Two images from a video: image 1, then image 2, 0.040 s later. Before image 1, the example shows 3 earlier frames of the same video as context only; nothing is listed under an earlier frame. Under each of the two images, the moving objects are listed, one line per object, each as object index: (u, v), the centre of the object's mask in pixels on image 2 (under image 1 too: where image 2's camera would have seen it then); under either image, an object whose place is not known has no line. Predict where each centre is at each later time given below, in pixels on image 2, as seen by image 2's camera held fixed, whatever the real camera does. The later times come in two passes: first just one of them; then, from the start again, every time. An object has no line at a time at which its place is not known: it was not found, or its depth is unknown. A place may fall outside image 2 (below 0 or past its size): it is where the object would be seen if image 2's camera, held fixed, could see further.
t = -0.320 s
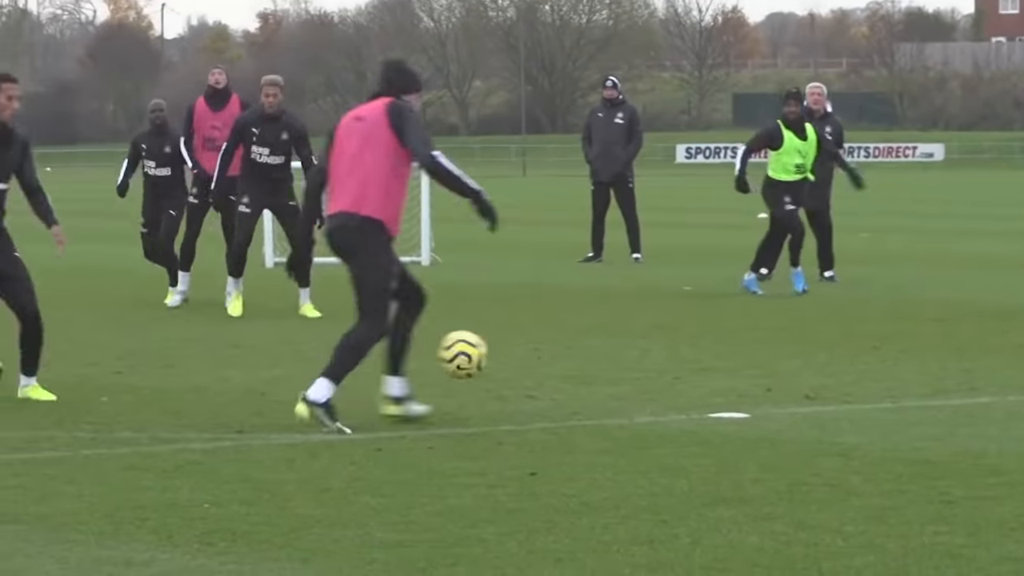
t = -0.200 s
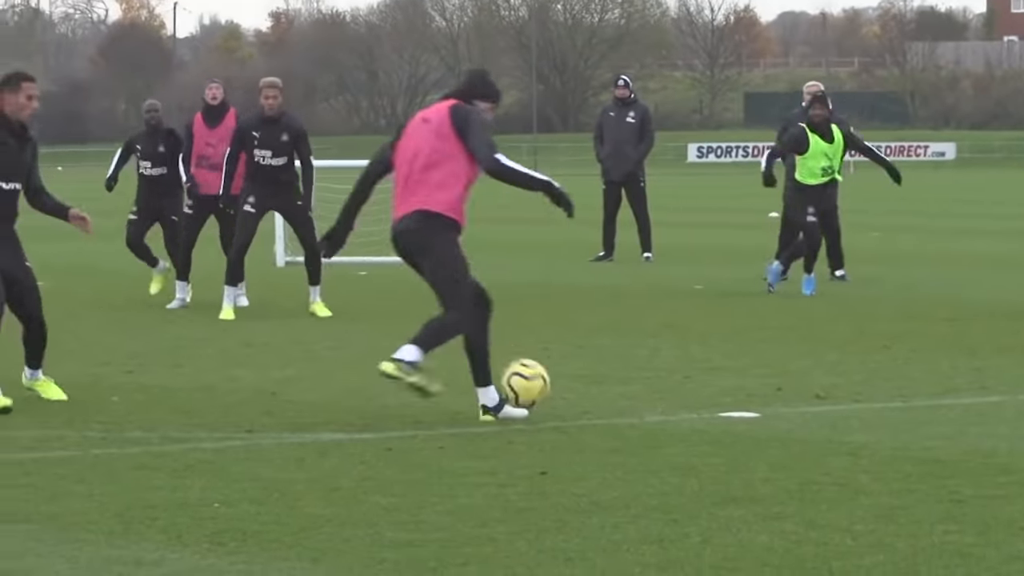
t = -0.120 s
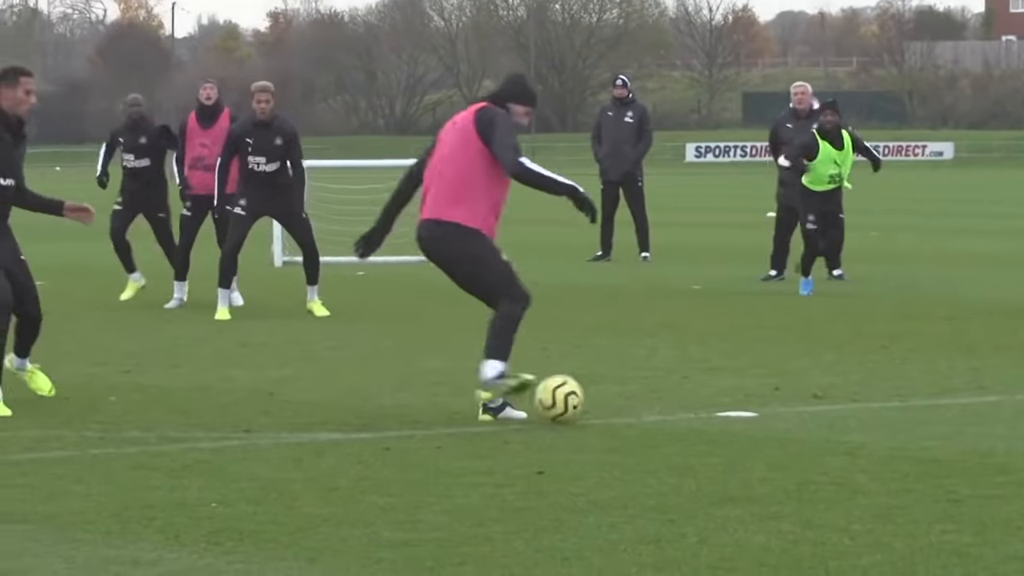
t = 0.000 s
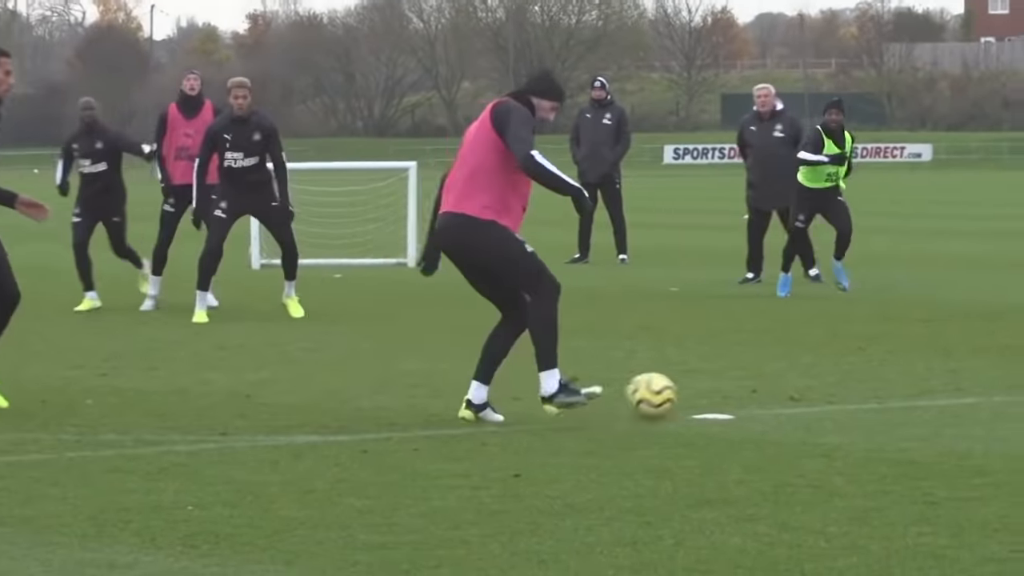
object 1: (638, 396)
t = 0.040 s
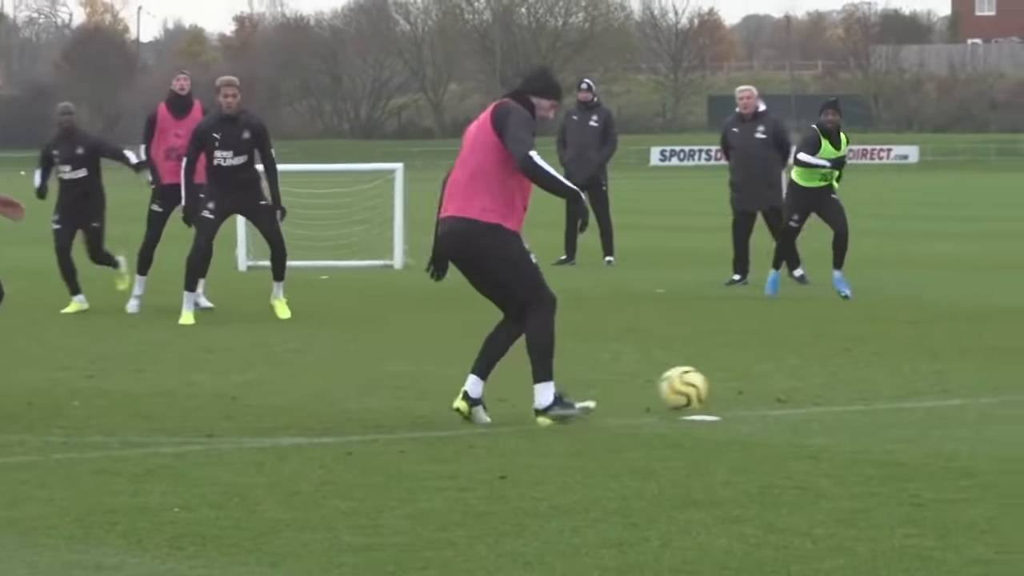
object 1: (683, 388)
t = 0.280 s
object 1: (928, 377)
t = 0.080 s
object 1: (727, 383)
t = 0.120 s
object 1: (771, 382)
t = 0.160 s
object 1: (814, 384)
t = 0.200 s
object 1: (855, 386)
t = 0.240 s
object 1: (892, 381)
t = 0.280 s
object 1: (928, 377)
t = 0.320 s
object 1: (963, 378)
